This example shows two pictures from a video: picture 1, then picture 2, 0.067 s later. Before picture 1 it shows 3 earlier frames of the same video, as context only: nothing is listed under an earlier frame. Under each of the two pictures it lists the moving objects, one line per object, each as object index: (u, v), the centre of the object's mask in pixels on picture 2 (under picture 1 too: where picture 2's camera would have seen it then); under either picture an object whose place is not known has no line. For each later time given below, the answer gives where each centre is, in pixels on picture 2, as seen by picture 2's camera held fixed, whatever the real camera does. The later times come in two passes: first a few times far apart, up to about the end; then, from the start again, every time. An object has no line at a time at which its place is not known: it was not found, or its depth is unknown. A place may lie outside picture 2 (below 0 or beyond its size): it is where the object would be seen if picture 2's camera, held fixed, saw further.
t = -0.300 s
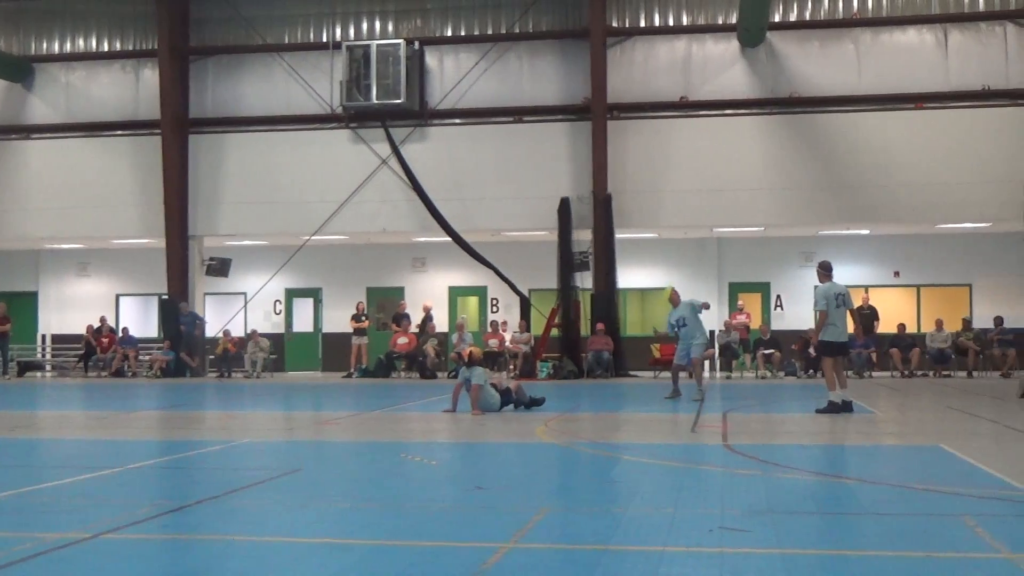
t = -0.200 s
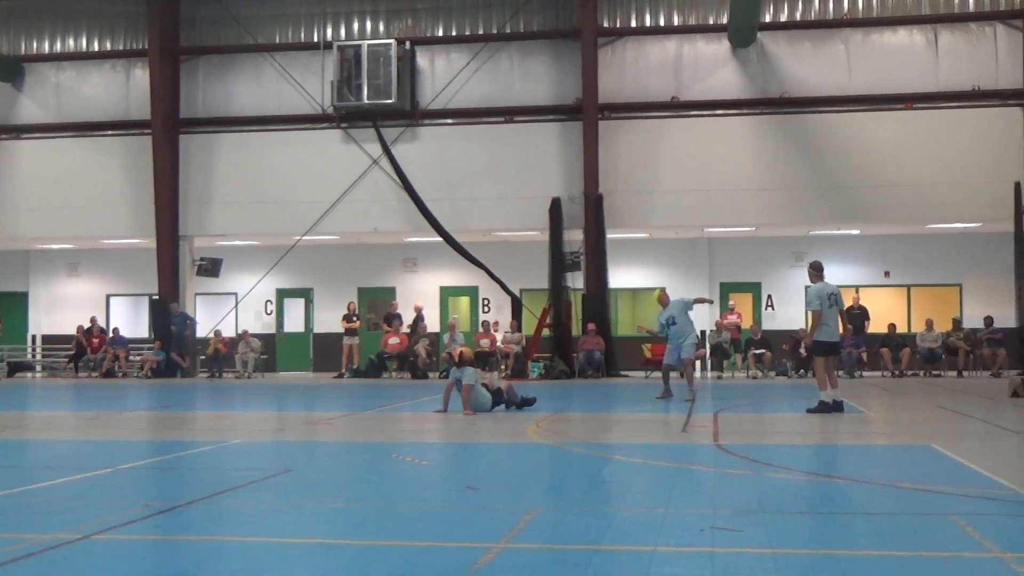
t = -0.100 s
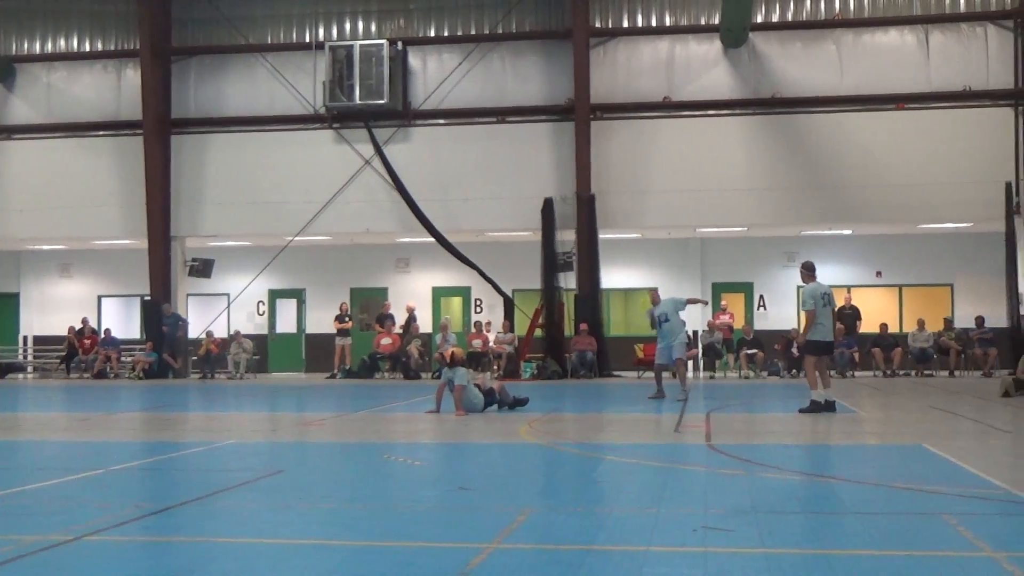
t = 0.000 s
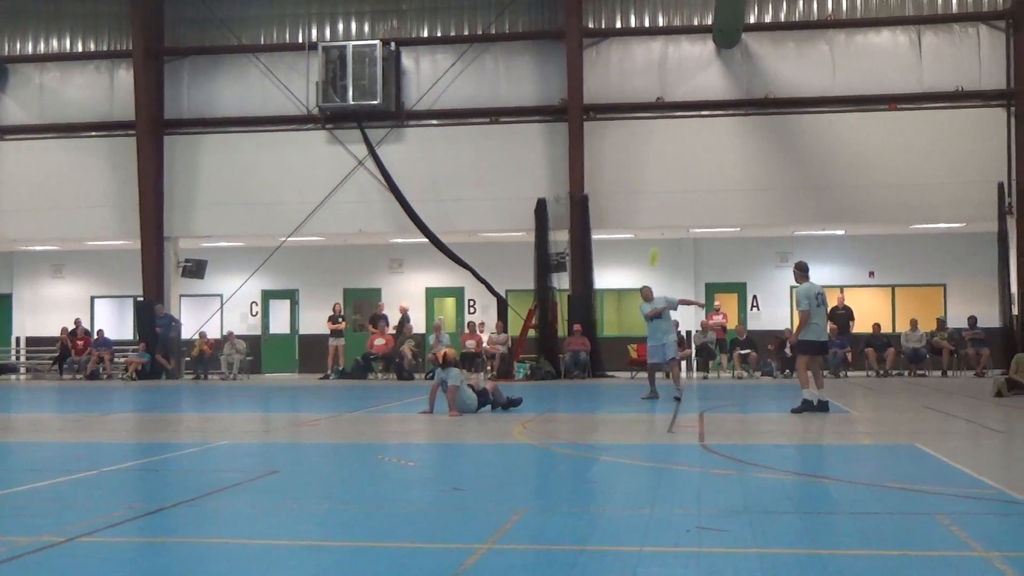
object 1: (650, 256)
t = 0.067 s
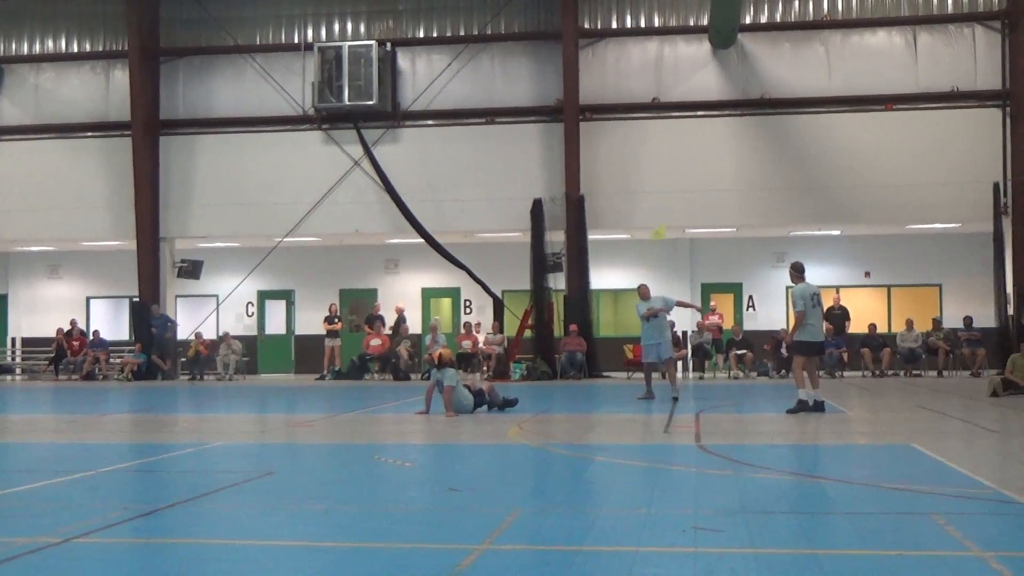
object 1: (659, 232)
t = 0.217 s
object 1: (676, 184)
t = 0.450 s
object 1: (700, 141)
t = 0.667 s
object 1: (717, 134)
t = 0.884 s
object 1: (732, 160)
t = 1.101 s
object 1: (737, 220)
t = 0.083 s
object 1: (661, 227)
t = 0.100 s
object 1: (663, 219)
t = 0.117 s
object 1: (665, 213)
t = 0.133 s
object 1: (667, 208)
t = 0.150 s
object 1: (670, 203)
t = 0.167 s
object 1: (672, 198)
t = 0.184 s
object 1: (674, 193)
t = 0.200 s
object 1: (676, 189)
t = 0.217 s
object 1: (676, 184)
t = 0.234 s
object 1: (679, 180)
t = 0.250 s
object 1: (680, 176)
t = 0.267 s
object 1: (682, 172)
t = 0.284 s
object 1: (684, 169)
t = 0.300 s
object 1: (686, 164)
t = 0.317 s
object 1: (688, 161)
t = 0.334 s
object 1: (689, 158)
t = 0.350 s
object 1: (691, 155)
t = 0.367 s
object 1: (693, 152)
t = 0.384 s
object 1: (694, 150)
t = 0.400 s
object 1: (696, 148)
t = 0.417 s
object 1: (697, 144)
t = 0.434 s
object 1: (698, 142)
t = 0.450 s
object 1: (700, 141)
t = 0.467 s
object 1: (701, 139)
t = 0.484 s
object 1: (703, 138)
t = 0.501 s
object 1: (704, 137)
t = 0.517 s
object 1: (706, 135)
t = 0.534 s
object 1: (707, 134)
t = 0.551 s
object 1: (709, 134)
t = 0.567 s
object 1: (710, 133)
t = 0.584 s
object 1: (711, 134)
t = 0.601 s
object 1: (713, 133)
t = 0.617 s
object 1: (714, 133)
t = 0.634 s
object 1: (715, 133)
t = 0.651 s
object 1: (716, 133)
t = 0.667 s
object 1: (717, 134)
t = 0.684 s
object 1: (719, 135)
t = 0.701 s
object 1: (721, 135)
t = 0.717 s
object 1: (722, 137)
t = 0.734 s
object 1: (723, 138)
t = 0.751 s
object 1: (724, 140)
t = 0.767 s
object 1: (725, 141)
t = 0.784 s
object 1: (726, 144)
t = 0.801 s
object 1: (727, 146)
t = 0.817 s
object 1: (729, 149)
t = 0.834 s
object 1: (729, 151)
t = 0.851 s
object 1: (731, 154)
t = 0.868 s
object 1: (732, 156)
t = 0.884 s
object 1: (732, 160)
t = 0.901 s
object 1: (733, 162)
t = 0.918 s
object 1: (734, 167)
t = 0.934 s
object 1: (734, 171)
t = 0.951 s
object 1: (735, 175)
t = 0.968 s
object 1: (735, 179)
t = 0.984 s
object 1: (736, 184)
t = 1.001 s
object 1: (737, 188)
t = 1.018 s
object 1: (737, 194)
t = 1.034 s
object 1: (737, 198)
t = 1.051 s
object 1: (737, 204)
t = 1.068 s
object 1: (737, 208)
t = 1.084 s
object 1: (737, 214)
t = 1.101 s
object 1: (737, 220)
